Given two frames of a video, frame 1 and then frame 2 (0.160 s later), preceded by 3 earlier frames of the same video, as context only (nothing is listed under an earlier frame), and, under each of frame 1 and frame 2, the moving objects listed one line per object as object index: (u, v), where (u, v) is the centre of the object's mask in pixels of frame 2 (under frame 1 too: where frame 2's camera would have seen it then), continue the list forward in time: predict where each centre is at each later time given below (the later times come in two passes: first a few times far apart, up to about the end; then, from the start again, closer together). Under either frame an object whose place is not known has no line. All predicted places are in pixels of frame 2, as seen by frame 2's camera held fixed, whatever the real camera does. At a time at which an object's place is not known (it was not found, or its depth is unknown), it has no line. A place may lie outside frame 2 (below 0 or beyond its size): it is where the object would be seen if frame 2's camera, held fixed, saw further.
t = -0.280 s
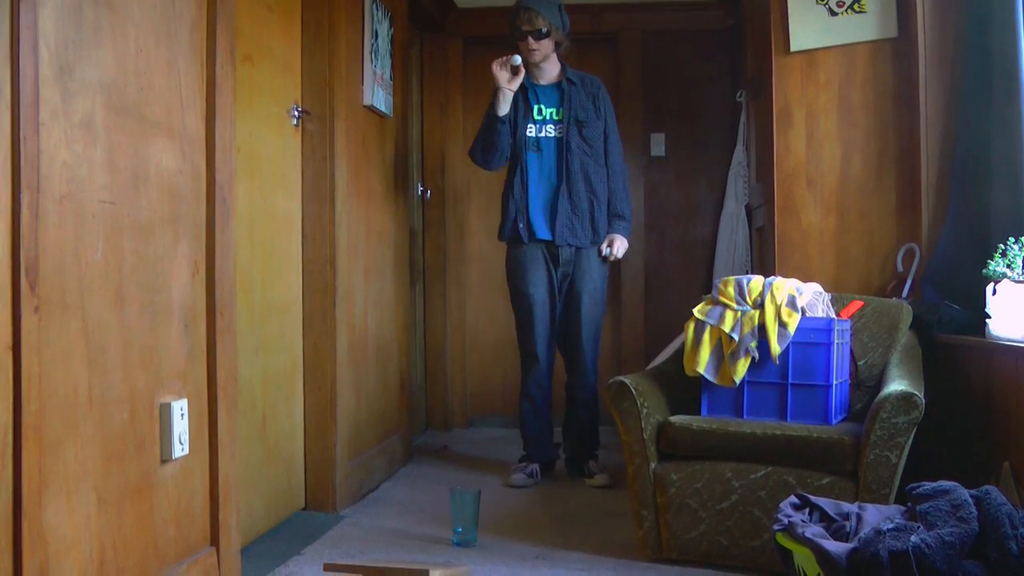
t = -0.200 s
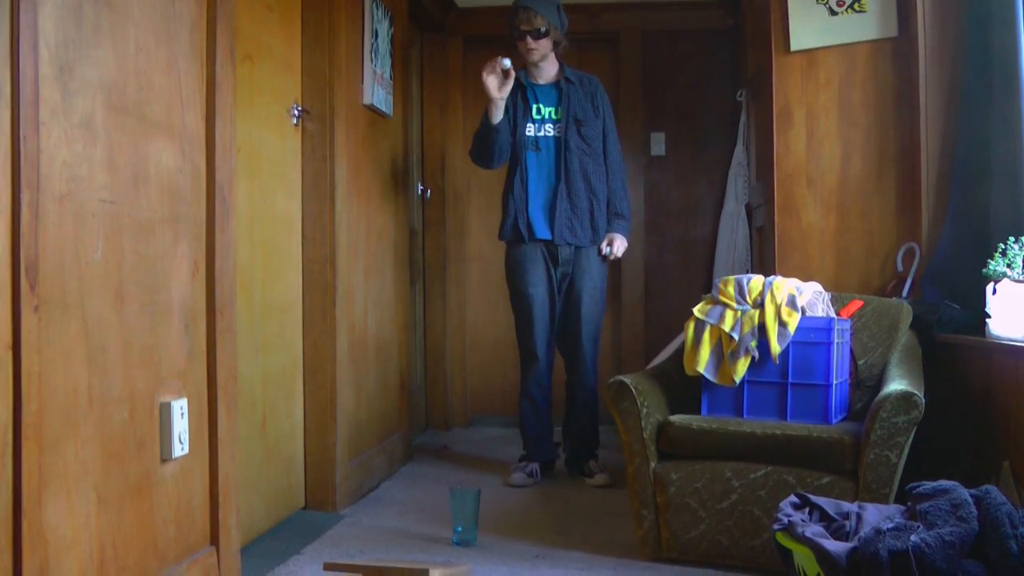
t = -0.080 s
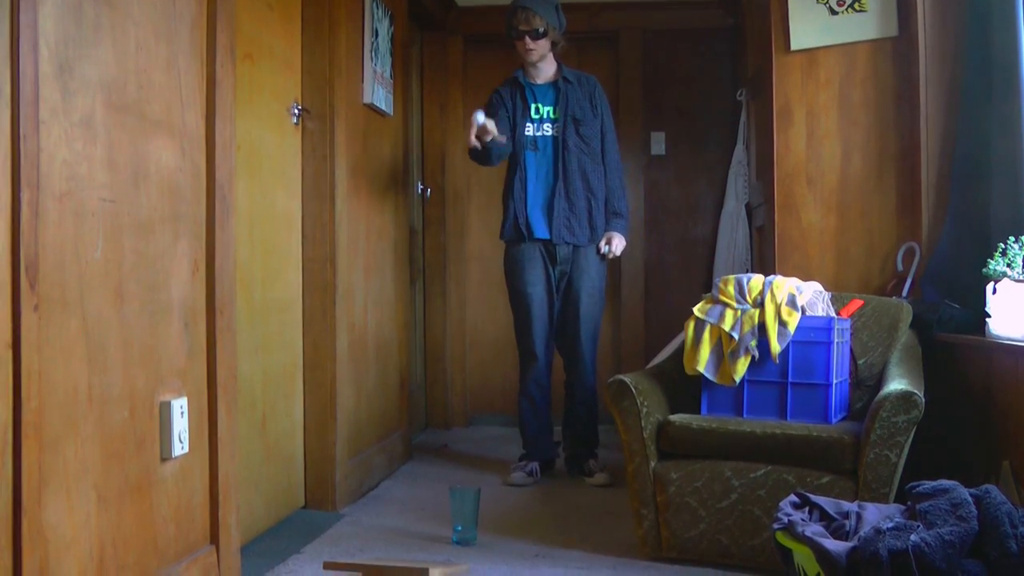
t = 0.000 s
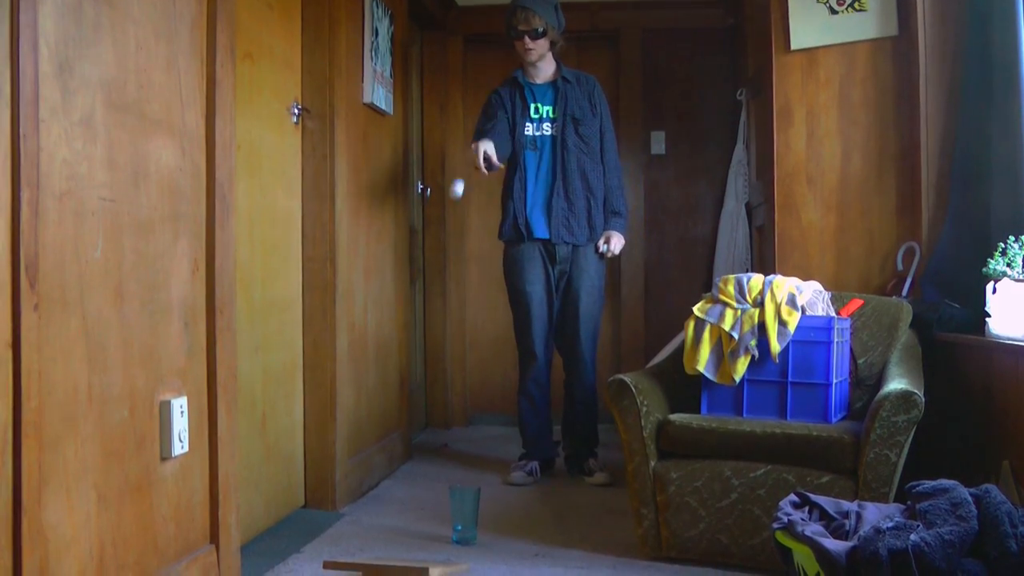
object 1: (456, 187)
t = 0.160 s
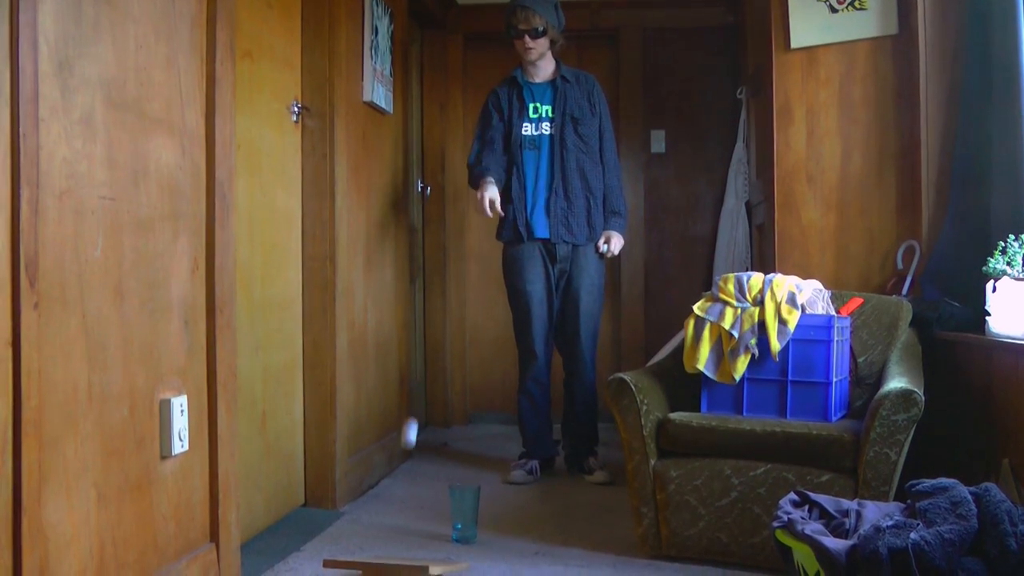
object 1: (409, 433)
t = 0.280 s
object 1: (397, 444)
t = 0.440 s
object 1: (410, 270)
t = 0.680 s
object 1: (430, 202)
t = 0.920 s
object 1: (449, 341)
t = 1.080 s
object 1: (462, 520)
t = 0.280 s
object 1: (397, 444)
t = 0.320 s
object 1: (401, 390)
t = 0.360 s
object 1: (404, 343)
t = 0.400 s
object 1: (406, 303)
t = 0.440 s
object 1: (410, 270)
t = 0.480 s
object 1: (413, 243)
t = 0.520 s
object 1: (417, 223)
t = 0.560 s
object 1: (420, 209)
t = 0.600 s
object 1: (424, 200)
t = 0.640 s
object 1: (426, 199)
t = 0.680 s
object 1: (430, 202)
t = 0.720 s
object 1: (433, 211)
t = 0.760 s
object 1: (436, 226)
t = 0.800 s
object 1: (439, 247)
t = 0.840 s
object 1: (442, 273)
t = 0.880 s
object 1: (445, 304)
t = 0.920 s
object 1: (449, 341)
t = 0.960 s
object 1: (452, 382)
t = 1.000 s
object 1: (455, 427)
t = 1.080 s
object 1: (462, 520)
